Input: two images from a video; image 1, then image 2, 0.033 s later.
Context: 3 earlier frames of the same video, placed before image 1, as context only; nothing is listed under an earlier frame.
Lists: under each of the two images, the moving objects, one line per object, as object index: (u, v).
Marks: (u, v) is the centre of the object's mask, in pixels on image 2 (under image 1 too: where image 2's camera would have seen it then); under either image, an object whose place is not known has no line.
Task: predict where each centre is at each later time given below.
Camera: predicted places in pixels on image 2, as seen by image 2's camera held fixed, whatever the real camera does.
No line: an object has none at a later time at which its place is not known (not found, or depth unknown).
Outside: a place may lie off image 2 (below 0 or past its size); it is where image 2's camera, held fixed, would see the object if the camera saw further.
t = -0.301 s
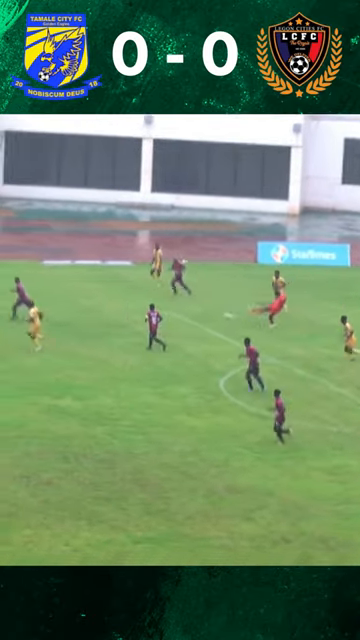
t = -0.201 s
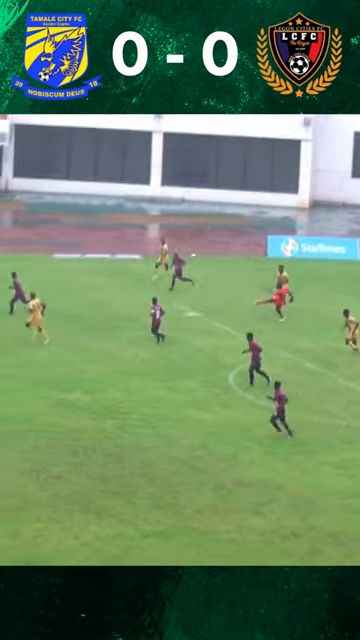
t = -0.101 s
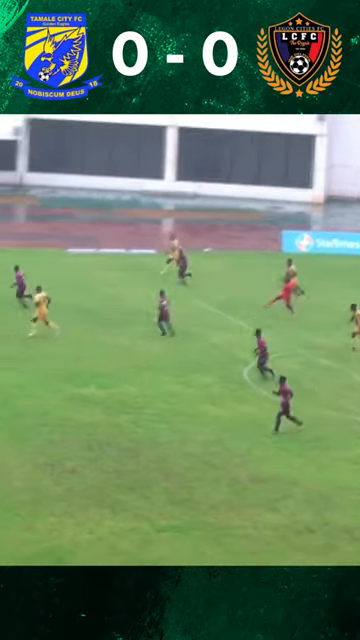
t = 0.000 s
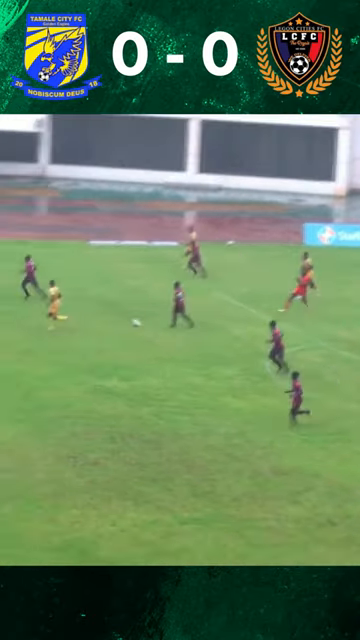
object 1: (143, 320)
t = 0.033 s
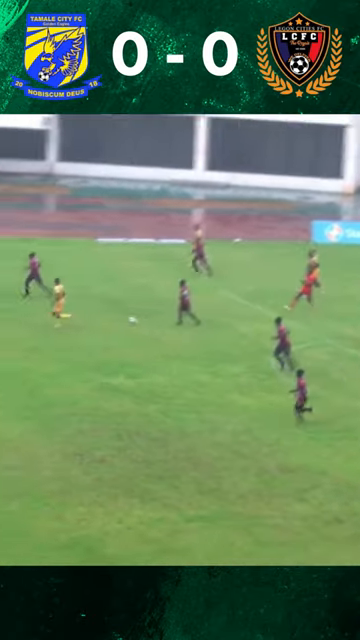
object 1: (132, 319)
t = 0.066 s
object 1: (119, 319)
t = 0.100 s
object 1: (105, 321)
